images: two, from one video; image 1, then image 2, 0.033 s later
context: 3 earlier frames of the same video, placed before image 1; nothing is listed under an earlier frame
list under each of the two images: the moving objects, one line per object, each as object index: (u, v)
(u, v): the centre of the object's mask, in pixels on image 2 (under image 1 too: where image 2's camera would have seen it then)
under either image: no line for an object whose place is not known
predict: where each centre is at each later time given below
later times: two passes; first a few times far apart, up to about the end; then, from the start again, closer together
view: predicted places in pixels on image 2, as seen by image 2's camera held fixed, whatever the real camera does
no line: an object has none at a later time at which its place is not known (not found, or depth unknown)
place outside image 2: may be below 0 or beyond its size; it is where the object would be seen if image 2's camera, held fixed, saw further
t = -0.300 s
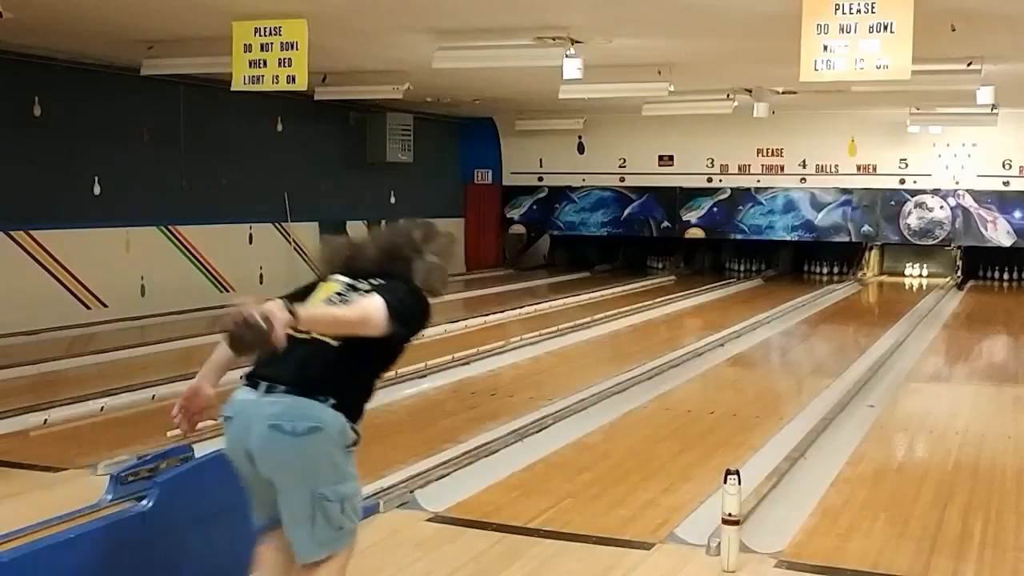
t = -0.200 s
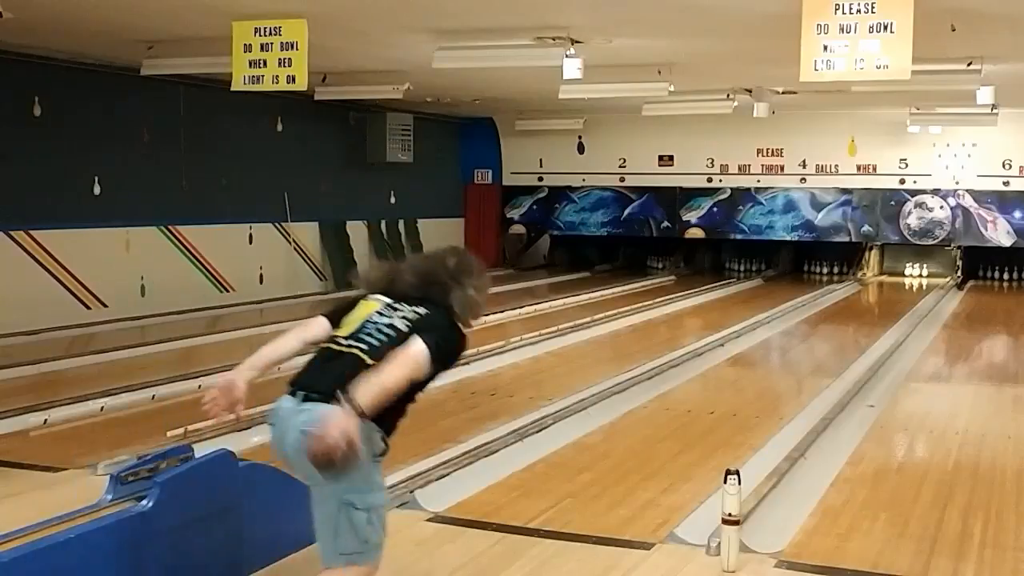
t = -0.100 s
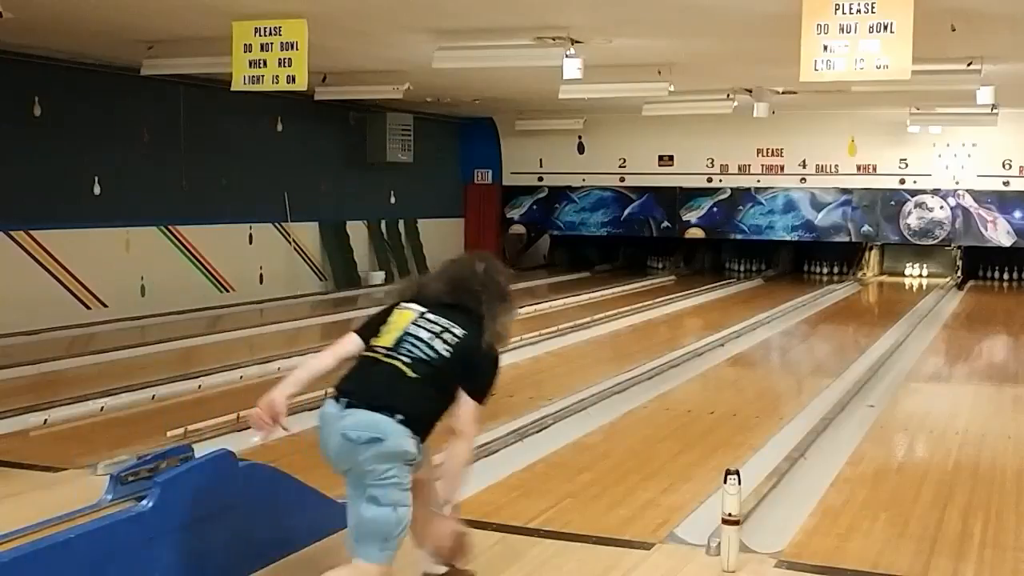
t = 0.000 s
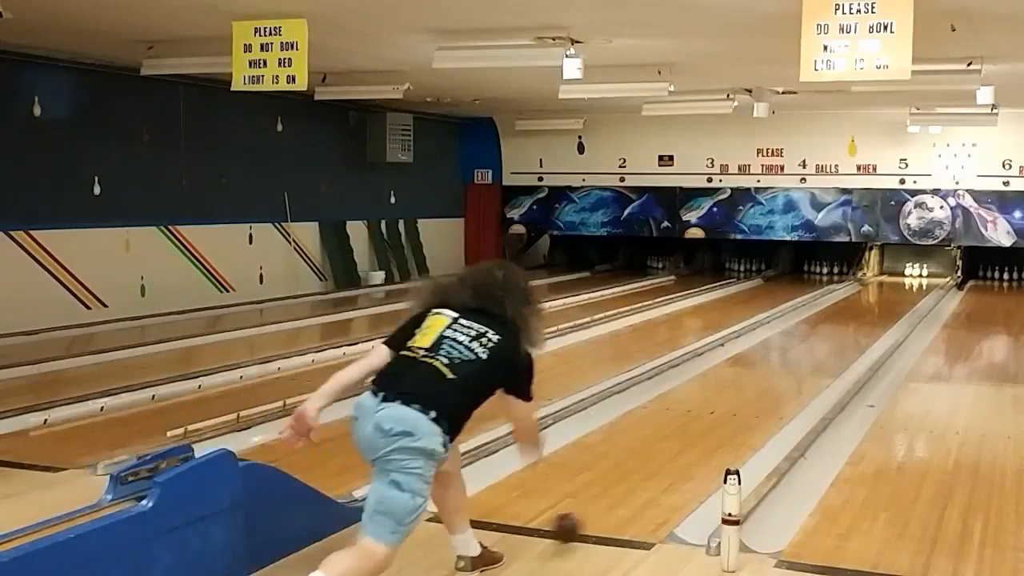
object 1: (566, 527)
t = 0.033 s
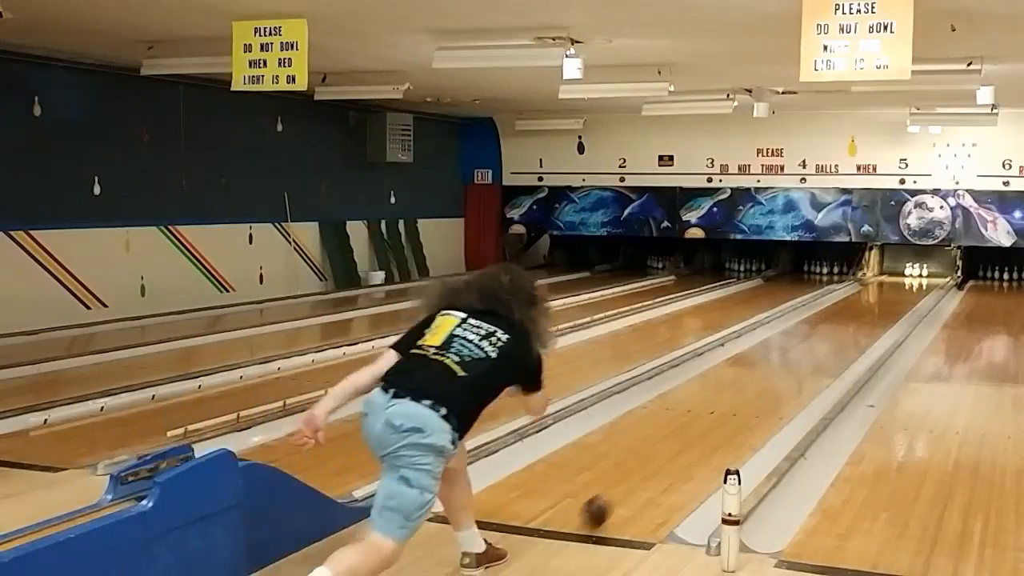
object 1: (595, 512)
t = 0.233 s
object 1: (713, 424)
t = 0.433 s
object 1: (779, 376)
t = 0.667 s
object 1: (826, 342)
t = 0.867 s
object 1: (854, 323)
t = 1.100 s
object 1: (878, 306)
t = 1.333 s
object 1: (896, 294)
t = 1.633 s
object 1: (913, 283)
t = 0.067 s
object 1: (621, 493)
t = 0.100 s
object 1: (644, 476)
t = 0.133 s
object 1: (664, 461)
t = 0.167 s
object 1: (682, 448)
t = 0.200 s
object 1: (698, 435)
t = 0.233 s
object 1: (713, 424)
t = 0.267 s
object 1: (727, 414)
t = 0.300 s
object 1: (738, 406)
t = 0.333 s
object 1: (750, 397)
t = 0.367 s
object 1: (760, 389)
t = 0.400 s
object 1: (769, 382)
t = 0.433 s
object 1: (779, 376)
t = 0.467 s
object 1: (787, 370)
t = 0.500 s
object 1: (794, 365)
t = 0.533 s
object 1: (802, 360)
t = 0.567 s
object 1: (808, 355)
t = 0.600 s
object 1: (814, 350)
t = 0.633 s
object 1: (820, 346)
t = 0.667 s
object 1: (826, 342)
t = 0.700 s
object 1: (831, 338)
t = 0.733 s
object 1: (836, 334)
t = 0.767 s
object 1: (841, 331)
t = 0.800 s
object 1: (846, 328)
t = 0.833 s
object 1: (850, 325)
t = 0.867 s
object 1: (854, 323)
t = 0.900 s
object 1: (858, 320)
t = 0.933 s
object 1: (862, 317)
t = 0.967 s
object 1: (866, 314)
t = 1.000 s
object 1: (869, 312)
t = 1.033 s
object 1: (872, 310)
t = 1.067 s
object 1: (875, 308)
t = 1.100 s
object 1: (878, 306)
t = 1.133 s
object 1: (881, 304)
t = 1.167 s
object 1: (883, 302)
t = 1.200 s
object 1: (886, 300)
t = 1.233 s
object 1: (889, 299)
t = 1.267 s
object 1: (891, 297)
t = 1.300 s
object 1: (894, 296)
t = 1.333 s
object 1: (896, 294)
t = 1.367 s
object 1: (898, 292)
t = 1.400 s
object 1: (901, 291)
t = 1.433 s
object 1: (902, 290)
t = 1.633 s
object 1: (913, 283)
